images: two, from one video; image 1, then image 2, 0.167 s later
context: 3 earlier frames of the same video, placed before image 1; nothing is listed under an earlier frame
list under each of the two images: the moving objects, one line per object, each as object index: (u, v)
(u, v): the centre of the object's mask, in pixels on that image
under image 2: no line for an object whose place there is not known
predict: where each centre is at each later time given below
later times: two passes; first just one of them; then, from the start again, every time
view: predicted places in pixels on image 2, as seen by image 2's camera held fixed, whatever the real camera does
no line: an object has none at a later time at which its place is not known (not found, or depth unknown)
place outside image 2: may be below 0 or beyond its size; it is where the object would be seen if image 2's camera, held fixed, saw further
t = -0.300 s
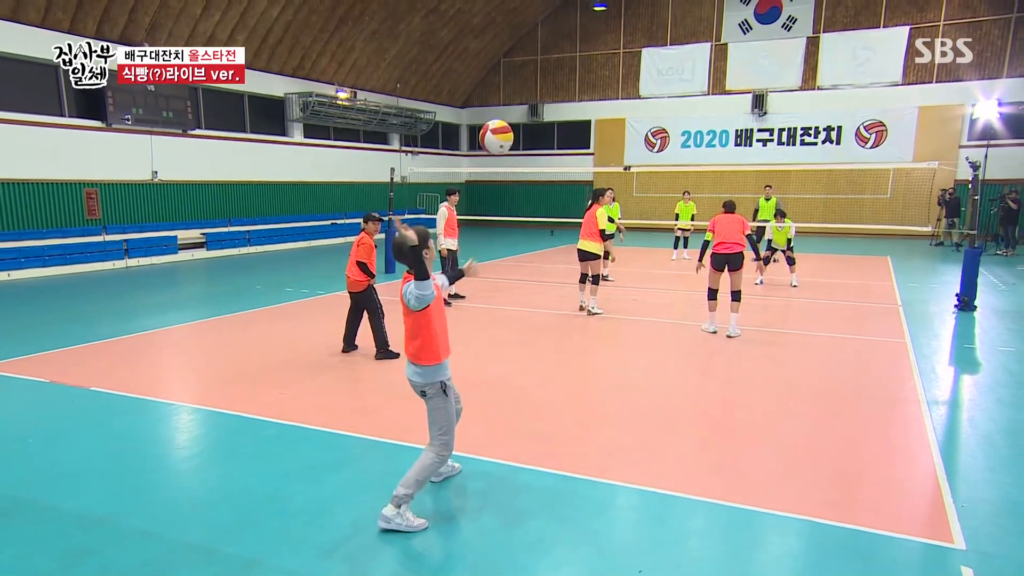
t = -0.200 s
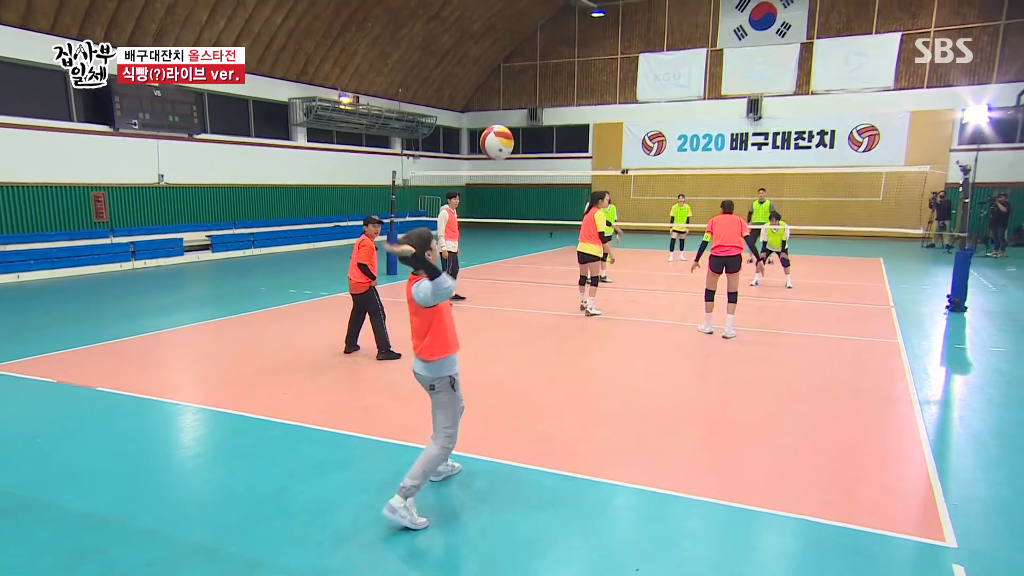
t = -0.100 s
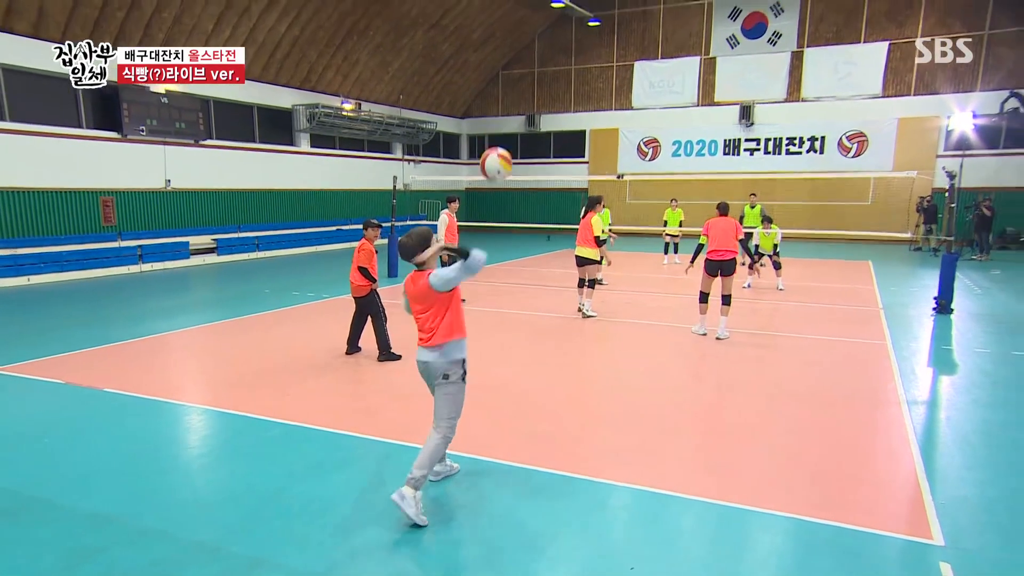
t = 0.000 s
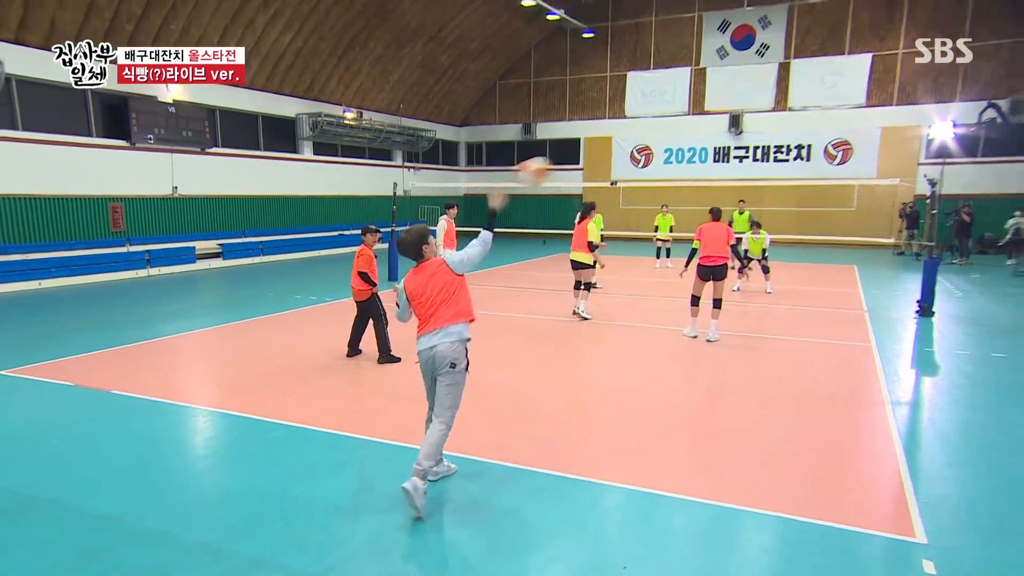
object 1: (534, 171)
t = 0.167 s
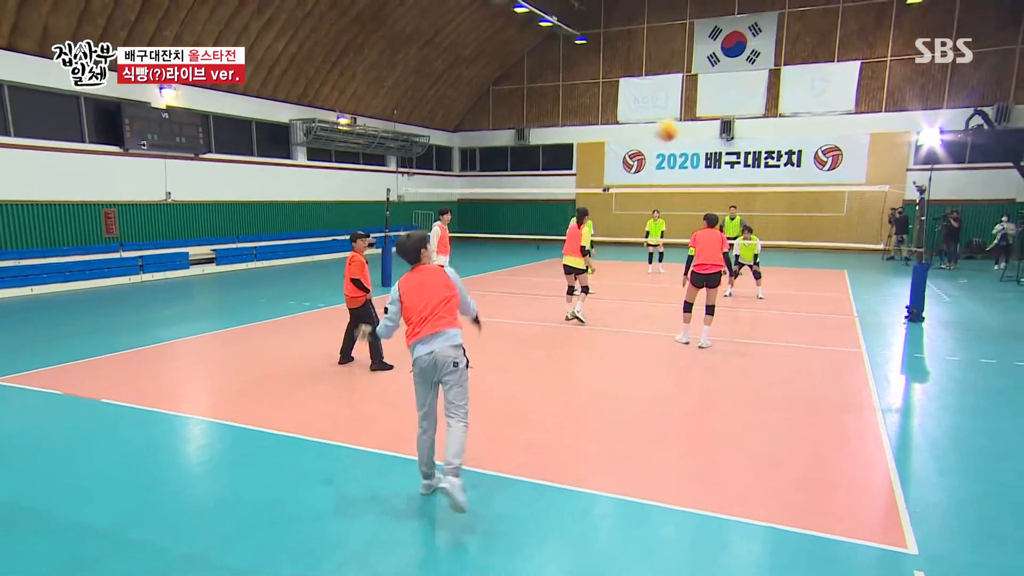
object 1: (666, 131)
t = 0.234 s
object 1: (705, 124)
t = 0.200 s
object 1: (688, 126)
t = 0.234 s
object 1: (705, 124)
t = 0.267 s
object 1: (724, 124)
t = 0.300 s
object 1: (738, 123)
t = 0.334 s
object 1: (755, 123)
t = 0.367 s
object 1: (767, 125)
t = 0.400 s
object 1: (780, 127)
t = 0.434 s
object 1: (794, 130)
